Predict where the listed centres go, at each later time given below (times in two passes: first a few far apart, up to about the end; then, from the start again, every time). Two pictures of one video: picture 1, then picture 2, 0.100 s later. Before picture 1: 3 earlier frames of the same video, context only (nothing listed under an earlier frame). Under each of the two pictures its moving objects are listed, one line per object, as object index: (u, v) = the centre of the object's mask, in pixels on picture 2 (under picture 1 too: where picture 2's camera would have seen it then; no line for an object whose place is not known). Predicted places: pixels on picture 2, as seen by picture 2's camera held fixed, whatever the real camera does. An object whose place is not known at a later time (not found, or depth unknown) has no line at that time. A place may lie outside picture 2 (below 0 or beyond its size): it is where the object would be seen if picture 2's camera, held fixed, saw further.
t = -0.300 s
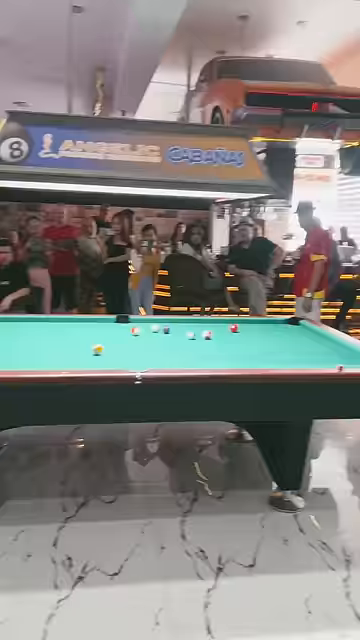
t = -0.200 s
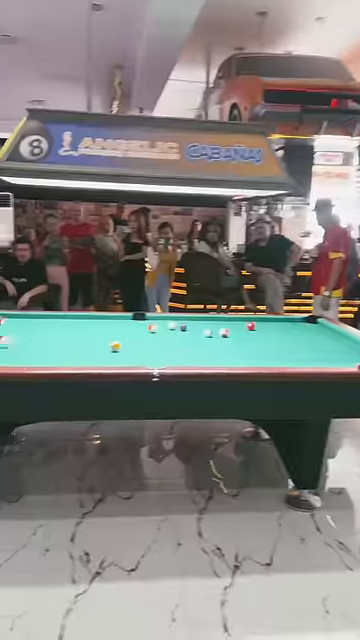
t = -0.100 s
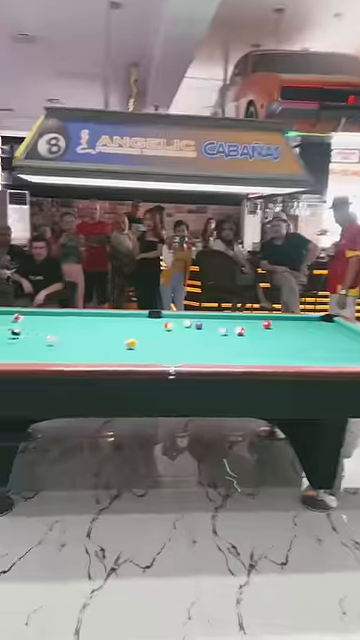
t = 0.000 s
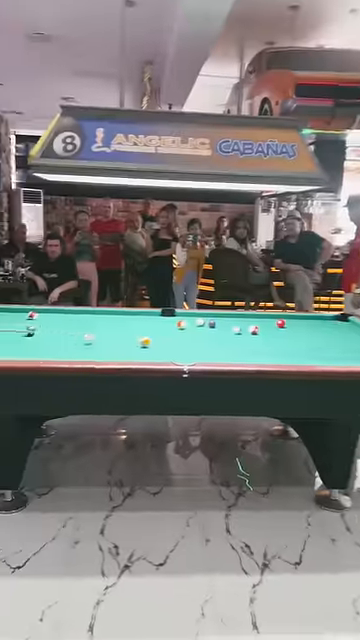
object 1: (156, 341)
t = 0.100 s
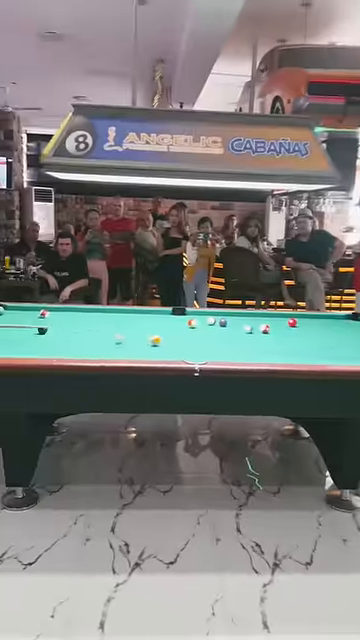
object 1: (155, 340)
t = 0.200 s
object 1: (156, 341)
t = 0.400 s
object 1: (180, 343)
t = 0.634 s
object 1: (208, 345)
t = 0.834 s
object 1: (233, 348)
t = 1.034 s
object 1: (257, 349)
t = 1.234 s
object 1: (280, 351)
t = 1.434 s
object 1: (304, 353)
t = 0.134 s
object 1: (156, 340)
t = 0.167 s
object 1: (156, 340)
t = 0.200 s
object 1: (156, 341)
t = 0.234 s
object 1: (156, 341)
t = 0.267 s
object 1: (161, 341)
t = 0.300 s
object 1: (167, 341)
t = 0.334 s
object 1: (172, 342)
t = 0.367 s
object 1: (176, 343)
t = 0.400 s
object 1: (180, 343)
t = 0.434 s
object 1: (184, 344)
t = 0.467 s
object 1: (188, 344)
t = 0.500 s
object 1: (192, 345)
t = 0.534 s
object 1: (196, 344)
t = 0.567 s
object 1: (201, 345)
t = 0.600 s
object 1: (205, 346)
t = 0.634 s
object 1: (208, 345)
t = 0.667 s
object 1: (212, 346)
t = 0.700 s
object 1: (216, 346)
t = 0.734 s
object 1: (220, 346)
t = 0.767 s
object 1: (225, 347)
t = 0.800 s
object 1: (229, 347)
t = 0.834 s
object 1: (233, 348)
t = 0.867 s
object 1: (237, 348)
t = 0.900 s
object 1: (241, 348)
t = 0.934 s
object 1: (245, 348)
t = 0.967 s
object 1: (249, 349)
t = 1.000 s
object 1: (253, 349)
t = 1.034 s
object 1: (257, 349)
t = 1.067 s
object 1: (261, 350)
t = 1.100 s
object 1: (265, 350)
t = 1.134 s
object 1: (268, 350)
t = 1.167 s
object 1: (273, 351)
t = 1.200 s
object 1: (276, 351)
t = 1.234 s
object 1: (280, 351)
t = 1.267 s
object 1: (284, 352)
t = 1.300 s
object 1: (289, 352)
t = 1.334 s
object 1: (292, 352)
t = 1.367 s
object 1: (297, 353)
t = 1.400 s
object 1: (301, 353)
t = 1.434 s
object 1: (304, 353)
